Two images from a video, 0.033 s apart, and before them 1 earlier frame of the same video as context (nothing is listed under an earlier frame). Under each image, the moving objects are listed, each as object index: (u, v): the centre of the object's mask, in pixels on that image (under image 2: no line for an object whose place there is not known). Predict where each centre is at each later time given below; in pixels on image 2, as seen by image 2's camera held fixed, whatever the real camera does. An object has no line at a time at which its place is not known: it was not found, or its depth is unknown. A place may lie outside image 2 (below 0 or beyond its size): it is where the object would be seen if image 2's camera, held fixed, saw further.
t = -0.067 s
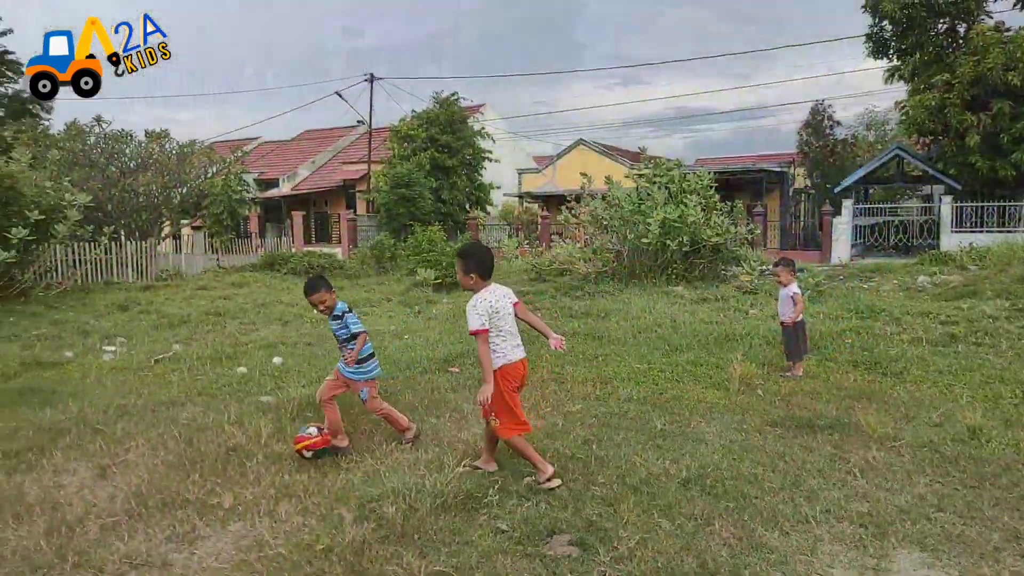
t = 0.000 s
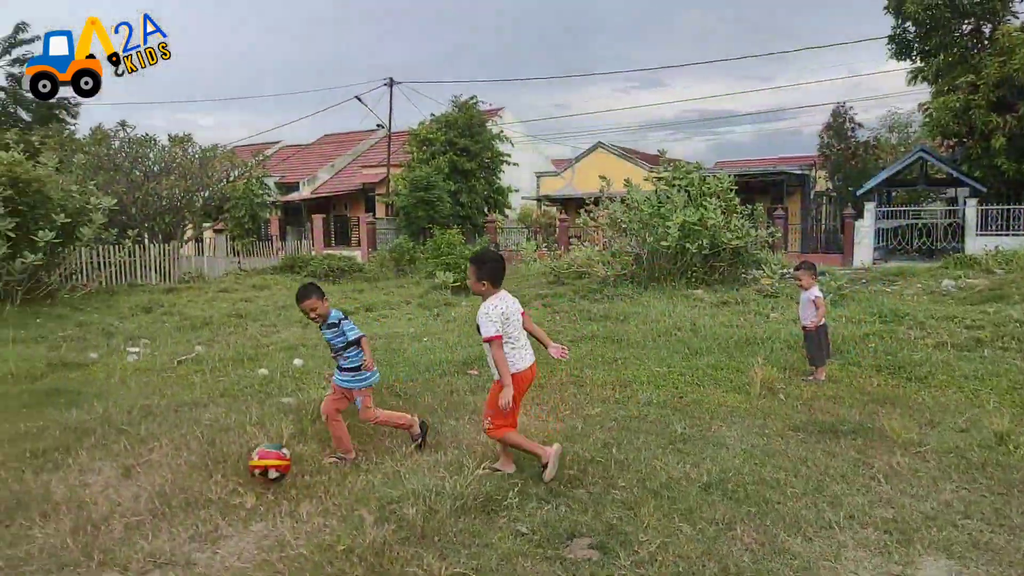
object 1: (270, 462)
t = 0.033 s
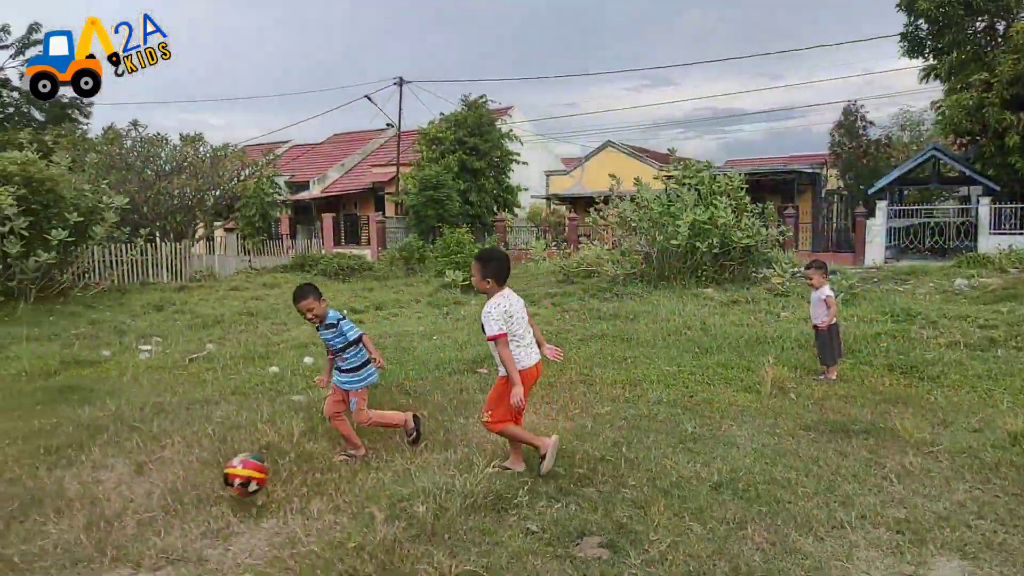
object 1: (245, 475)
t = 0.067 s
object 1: (207, 493)
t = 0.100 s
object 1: (165, 516)
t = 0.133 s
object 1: (125, 539)
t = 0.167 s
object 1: (99, 537)
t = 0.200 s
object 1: (73, 537)
